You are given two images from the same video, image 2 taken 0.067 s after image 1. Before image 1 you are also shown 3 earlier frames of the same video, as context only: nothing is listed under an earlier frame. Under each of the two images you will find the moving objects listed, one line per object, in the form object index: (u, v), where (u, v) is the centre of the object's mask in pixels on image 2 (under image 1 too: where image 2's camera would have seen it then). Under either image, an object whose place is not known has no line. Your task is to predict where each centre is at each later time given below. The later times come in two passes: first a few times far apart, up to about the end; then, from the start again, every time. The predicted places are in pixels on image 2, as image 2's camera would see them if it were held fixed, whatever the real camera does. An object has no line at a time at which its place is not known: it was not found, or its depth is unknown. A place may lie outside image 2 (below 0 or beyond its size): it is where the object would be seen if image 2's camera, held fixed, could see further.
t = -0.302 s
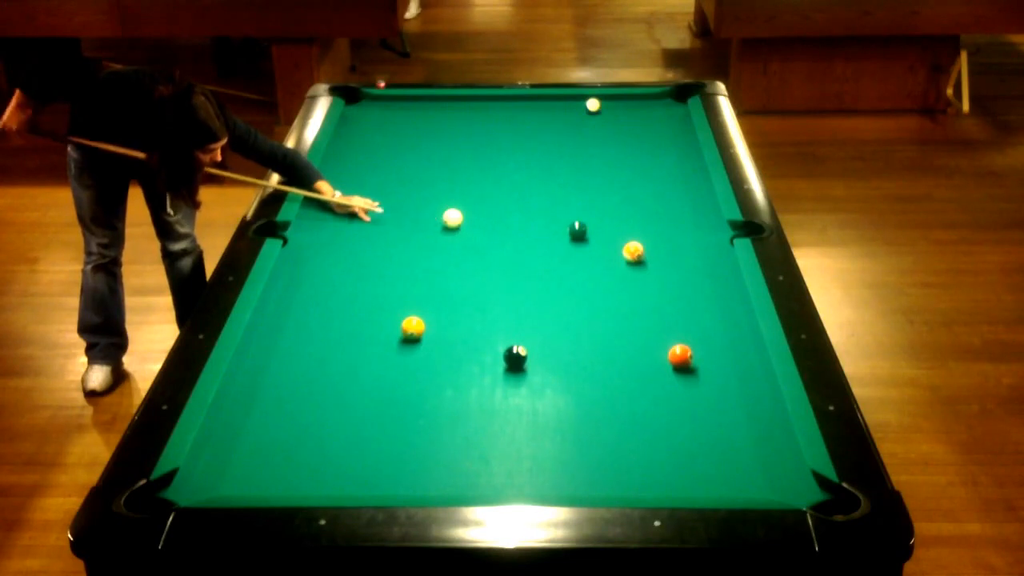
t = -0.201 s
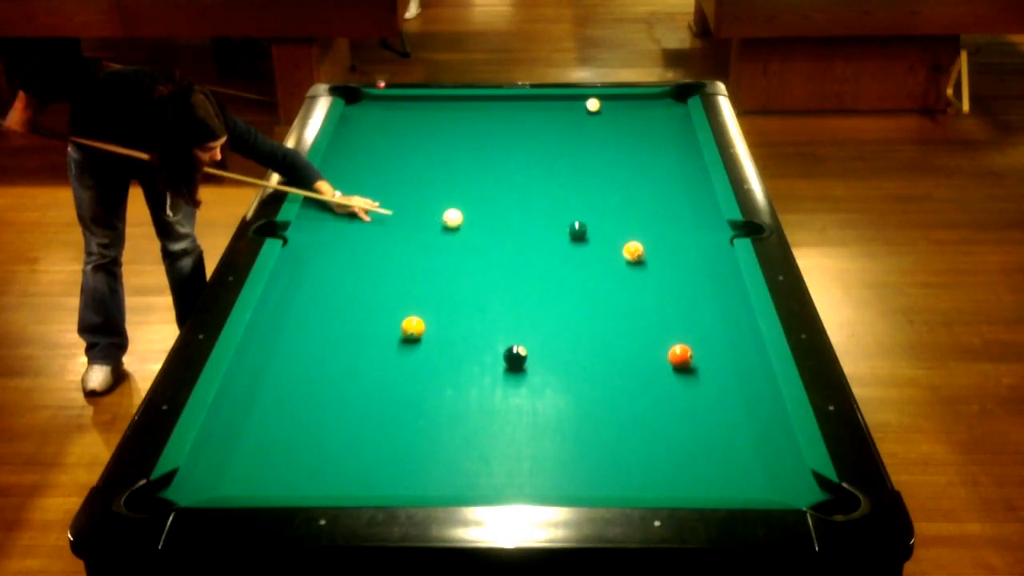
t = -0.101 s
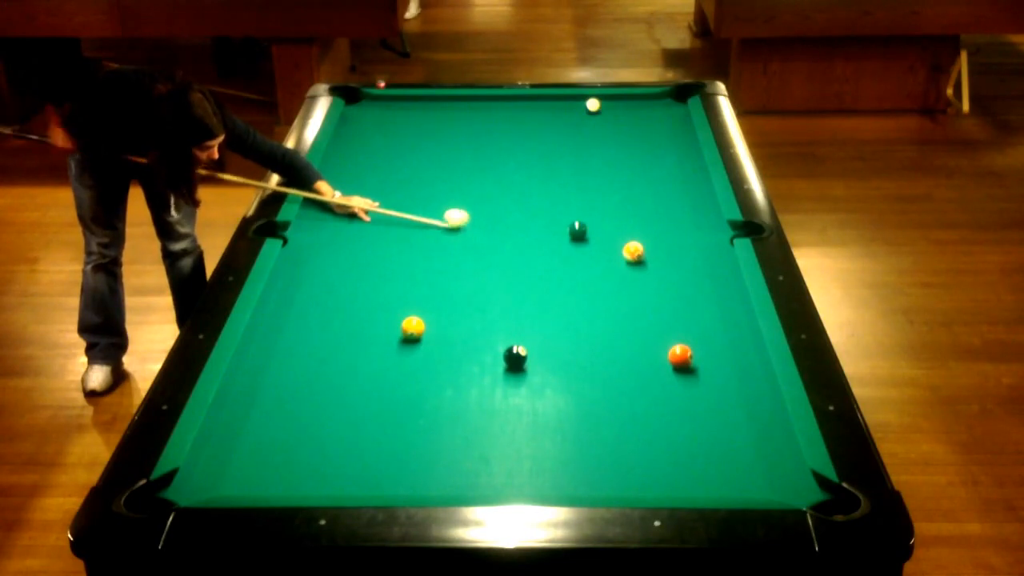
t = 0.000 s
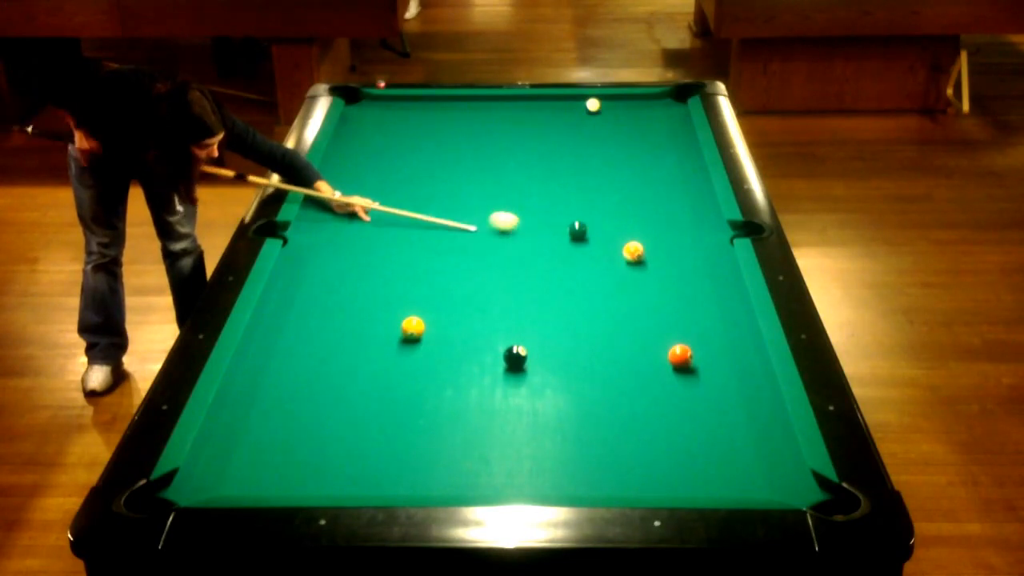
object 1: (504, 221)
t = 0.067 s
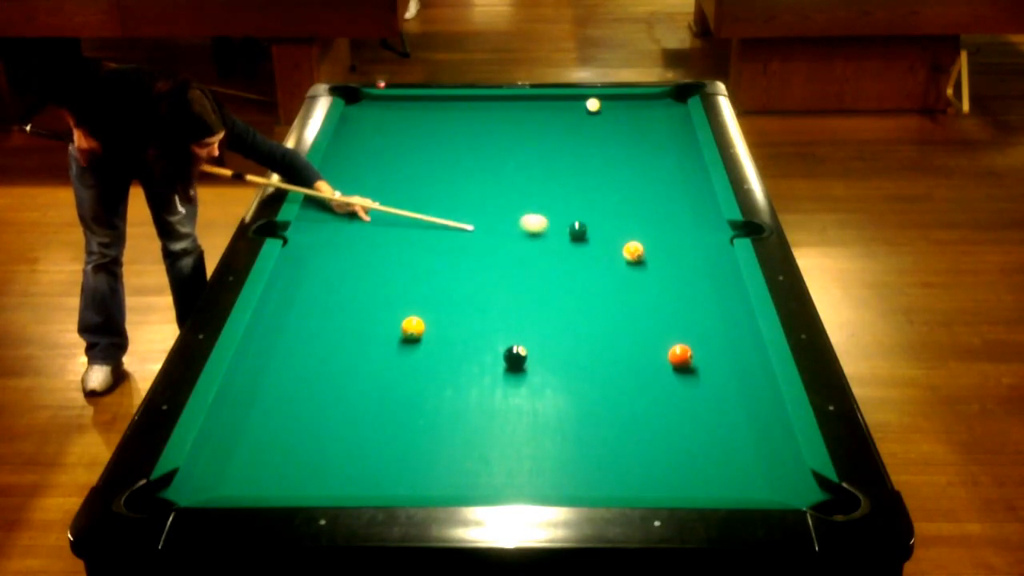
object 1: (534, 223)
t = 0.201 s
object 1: (563, 223)
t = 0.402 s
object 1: (572, 218)
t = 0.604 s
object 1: (580, 214)
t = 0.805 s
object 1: (587, 210)
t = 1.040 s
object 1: (595, 206)
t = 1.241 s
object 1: (601, 202)
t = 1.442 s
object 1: (606, 199)
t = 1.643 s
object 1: (610, 197)
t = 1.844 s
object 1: (614, 195)
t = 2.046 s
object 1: (617, 193)
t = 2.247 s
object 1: (620, 192)
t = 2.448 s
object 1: (622, 191)
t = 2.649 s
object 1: (623, 190)
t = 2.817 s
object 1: (623, 190)
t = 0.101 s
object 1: (547, 224)
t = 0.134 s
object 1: (558, 225)
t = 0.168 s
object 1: (562, 224)
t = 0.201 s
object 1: (563, 223)
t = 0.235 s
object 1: (565, 223)
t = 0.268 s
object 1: (567, 222)
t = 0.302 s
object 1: (568, 221)
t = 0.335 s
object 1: (569, 220)
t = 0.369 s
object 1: (570, 219)
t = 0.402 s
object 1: (572, 218)
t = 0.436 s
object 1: (574, 217)
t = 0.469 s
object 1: (575, 217)
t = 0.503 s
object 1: (576, 216)
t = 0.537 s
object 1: (578, 215)
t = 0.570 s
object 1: (579, 214)
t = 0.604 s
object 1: (580, 214)
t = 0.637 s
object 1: (581, 213)
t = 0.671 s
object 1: (583, 212)
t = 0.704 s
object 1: (584, 212)
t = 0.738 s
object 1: (585, 211)
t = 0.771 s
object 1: (586, 211)
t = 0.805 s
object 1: (587, 210)
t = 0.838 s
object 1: (588, 209)
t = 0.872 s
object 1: (590, 208)
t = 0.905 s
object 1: (591, 208)
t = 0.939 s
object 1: (592, 207)
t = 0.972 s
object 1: (593, 207)
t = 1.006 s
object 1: (594, 206)
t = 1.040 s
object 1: (595, 206)
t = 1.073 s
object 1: (596, 205)
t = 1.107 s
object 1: (597, 204)
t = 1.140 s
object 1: (598, 204)
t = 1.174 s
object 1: (599, 203)
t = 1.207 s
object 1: (600, 203)
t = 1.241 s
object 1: (601, 202)
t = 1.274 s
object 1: (602, 202)
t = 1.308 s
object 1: (602, 201)
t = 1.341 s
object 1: (603, 201)
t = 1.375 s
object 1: (604, 200)
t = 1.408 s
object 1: (605, 200)
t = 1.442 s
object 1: (606, 199)
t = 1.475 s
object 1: (606, 199)
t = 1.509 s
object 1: (607, 199)
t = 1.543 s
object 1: (608, 198)
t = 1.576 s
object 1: (609, 198)
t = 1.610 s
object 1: (609, 197)
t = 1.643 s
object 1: (610, 197)
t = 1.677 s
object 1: (611, 197)
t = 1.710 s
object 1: (612, 196)
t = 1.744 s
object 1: (612, 196)
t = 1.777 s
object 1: (613, 195)
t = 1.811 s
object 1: (613, 195)
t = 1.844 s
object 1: (614, 195)
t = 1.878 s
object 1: (615, 195)
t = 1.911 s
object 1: (615, 194)
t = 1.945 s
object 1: (616, 194)
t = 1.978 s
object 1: (616, 194)
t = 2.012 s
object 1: (617, 193)
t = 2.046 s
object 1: (617, 193)
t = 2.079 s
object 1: (618, 193)
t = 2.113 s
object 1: (618, 193)
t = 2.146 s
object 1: (618, 192)
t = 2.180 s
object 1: (619, 192)
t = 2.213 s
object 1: (619, 192)
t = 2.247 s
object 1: (620, 192)
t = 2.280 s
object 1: (620, 192)
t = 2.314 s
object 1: (621, 192)
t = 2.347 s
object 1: (621, 191)
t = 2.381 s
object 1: (621, 191)
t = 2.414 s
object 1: (622, 191)
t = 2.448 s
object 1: (622, 191)
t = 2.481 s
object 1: (622, 191)
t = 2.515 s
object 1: (622, 191)
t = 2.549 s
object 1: (622, 191)
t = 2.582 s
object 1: (622, 190)
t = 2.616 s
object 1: (623, 190)
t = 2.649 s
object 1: (623, 190)
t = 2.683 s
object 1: (623, 190)
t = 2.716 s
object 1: (623, 190)
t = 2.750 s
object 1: (623, 190)
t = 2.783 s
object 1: (623, 190)
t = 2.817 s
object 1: (623, 190)
